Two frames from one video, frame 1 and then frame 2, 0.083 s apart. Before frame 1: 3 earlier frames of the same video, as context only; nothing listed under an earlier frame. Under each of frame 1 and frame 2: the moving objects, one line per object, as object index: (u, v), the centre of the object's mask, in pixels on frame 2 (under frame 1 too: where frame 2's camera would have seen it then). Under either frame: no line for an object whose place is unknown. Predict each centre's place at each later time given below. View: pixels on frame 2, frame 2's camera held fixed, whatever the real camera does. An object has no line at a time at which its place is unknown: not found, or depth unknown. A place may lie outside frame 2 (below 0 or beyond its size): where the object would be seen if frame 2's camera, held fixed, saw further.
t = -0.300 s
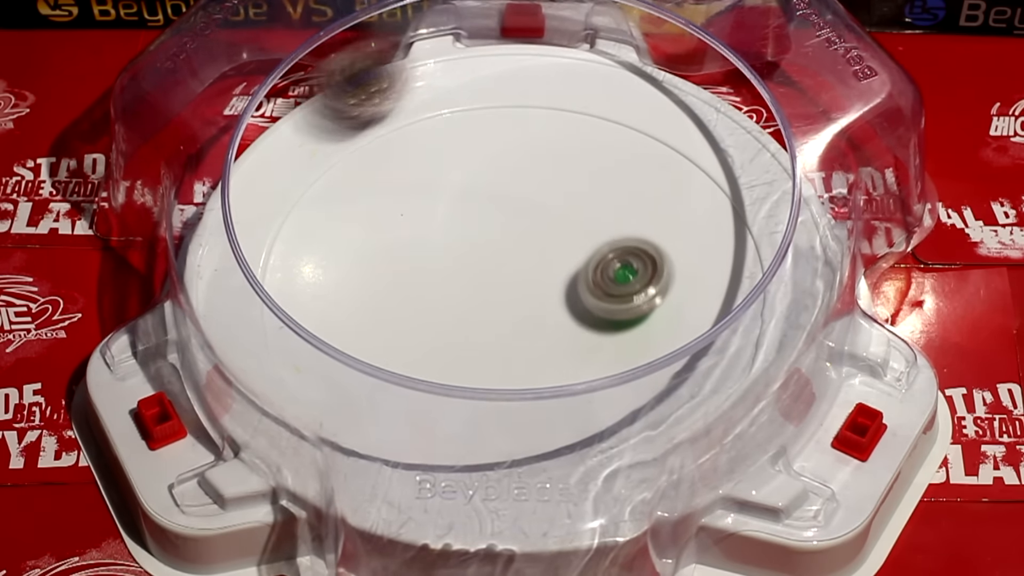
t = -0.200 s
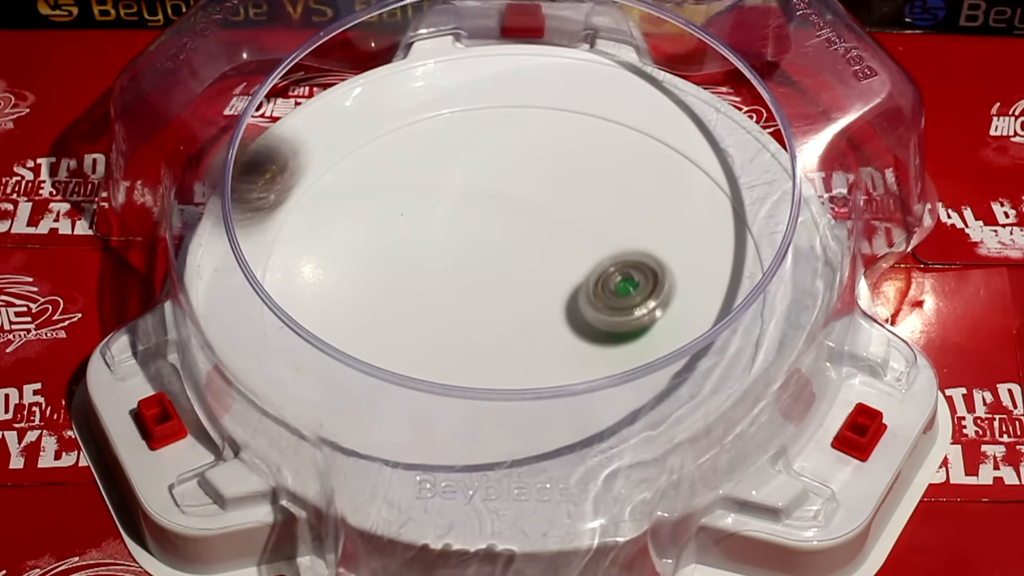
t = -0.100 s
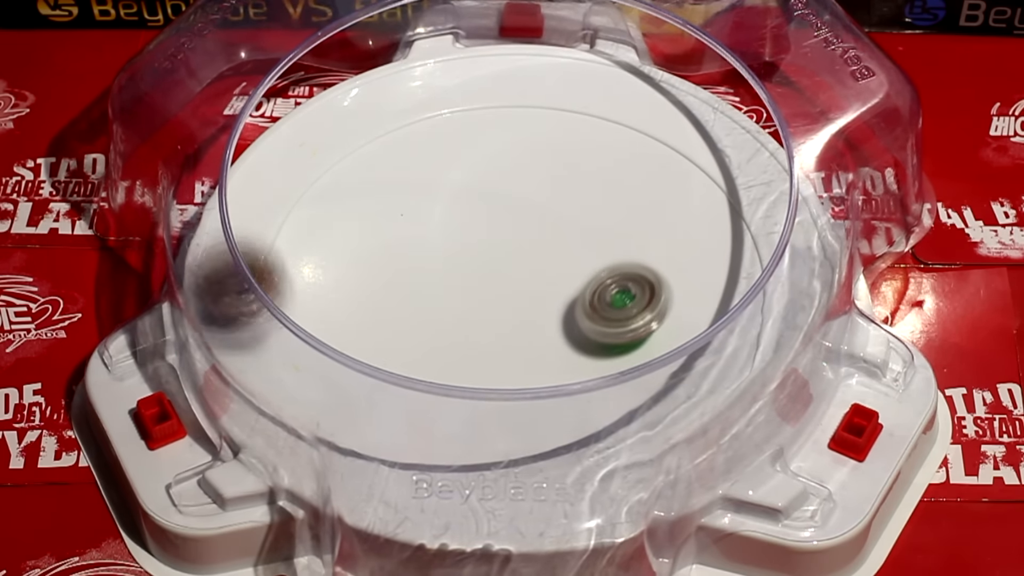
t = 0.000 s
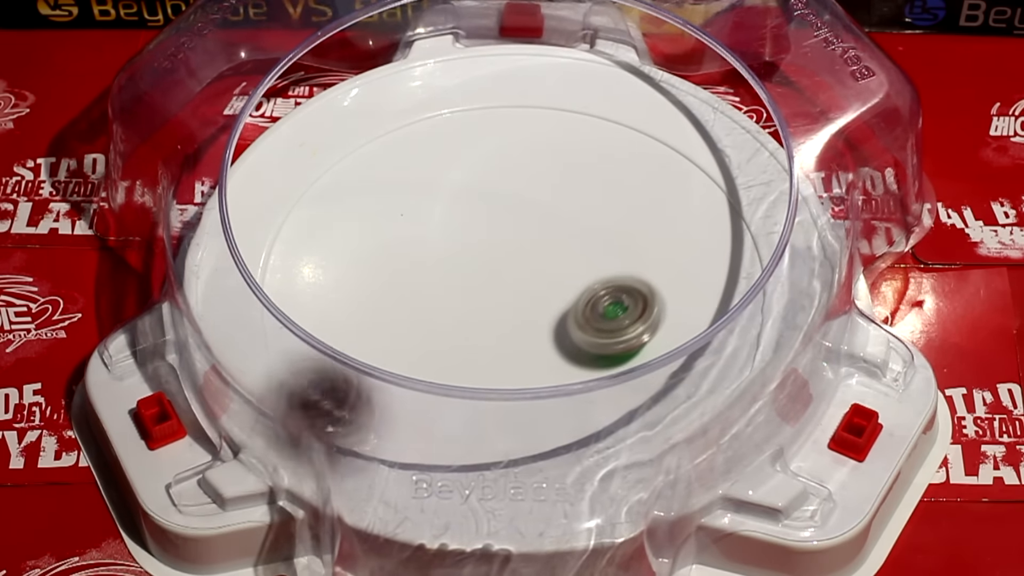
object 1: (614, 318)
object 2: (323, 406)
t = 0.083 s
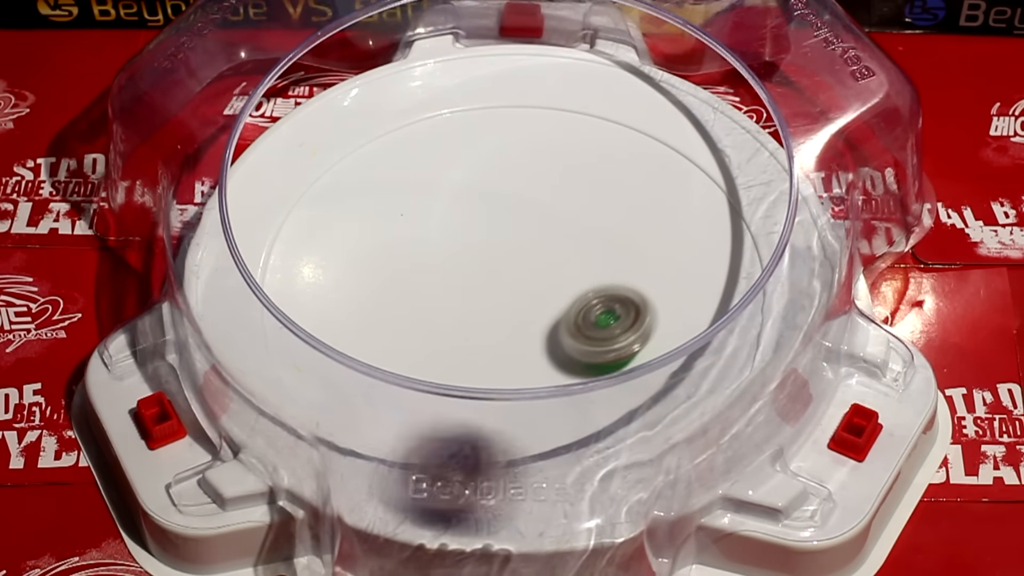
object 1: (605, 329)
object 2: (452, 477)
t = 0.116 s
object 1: (602, 331)
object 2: (523, 491)
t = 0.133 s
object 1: (600, 333)
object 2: (545, 492)
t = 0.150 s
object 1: (597, 334)
